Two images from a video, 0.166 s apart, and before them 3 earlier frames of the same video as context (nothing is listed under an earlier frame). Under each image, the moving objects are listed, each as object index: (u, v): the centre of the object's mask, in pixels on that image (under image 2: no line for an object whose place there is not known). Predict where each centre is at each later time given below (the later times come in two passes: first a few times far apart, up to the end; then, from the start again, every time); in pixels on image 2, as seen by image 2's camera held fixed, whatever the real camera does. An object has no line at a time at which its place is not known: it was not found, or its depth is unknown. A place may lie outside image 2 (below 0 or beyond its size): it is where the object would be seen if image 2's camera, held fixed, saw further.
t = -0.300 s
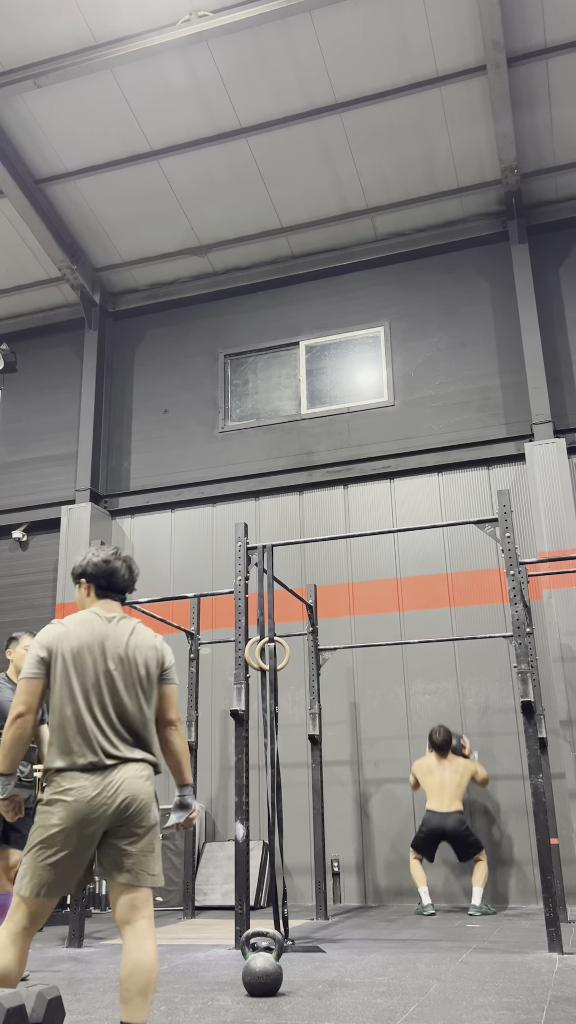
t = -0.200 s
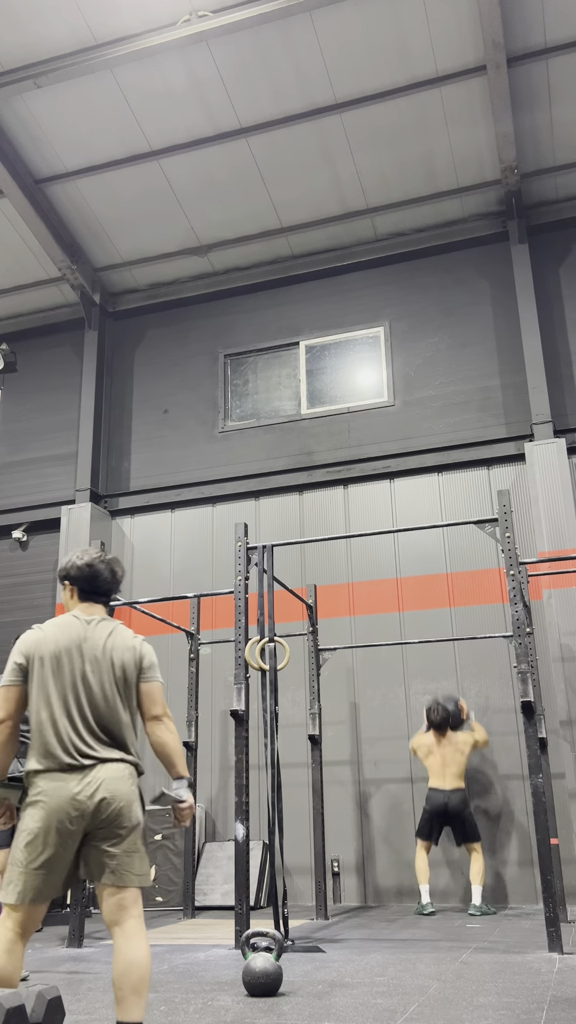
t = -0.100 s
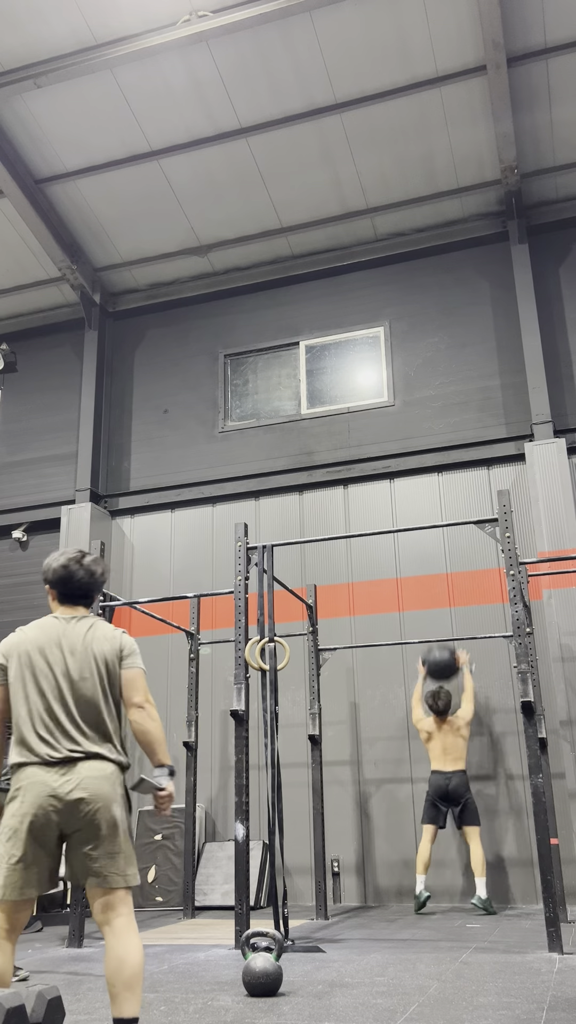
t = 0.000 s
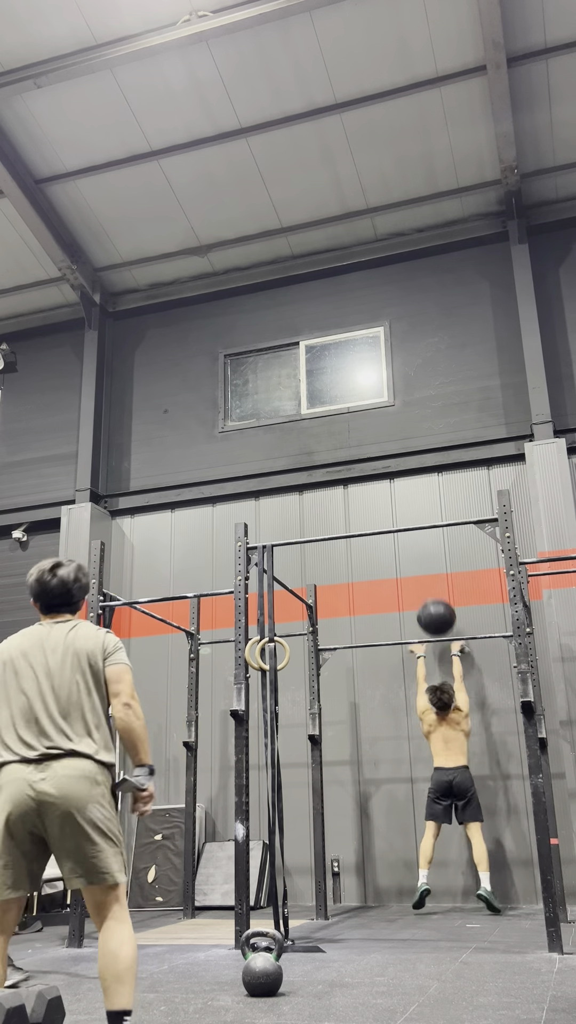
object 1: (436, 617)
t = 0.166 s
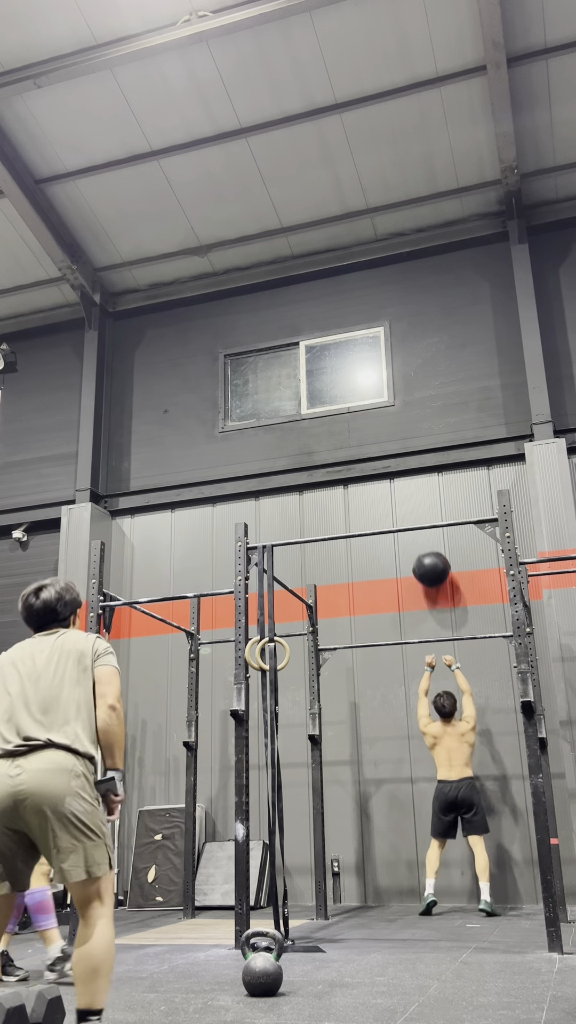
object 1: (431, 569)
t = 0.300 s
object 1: (429, 553)
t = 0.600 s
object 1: (425, 570)
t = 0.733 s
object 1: (425, 608)
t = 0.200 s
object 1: (431, 563)
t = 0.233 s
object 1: (430, 559)
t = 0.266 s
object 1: (430, 555)
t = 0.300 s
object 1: (429, 553)
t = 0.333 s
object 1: (428, 551)
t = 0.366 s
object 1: (427, 549)
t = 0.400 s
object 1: (427, 549)
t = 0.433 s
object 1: (426, 549)
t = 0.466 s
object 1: (425, 552)
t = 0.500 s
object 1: (425, 555)
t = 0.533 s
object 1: (425, 559)
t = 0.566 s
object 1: (425, 564)
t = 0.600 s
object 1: (425, 570)
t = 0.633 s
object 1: (425, 578)
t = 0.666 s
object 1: (425, 587)
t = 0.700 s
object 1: (425, 597)
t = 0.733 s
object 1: (425, 608)
